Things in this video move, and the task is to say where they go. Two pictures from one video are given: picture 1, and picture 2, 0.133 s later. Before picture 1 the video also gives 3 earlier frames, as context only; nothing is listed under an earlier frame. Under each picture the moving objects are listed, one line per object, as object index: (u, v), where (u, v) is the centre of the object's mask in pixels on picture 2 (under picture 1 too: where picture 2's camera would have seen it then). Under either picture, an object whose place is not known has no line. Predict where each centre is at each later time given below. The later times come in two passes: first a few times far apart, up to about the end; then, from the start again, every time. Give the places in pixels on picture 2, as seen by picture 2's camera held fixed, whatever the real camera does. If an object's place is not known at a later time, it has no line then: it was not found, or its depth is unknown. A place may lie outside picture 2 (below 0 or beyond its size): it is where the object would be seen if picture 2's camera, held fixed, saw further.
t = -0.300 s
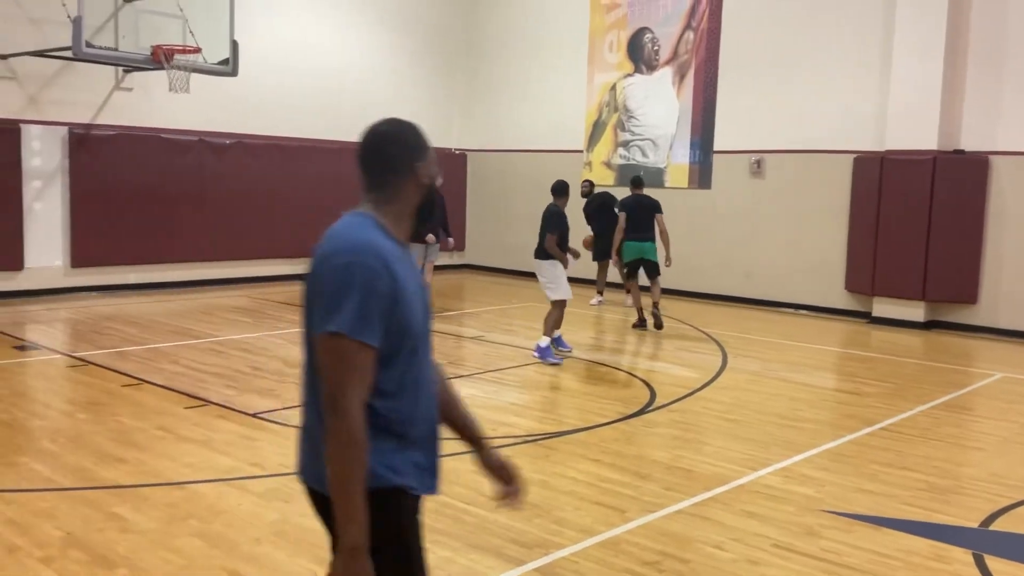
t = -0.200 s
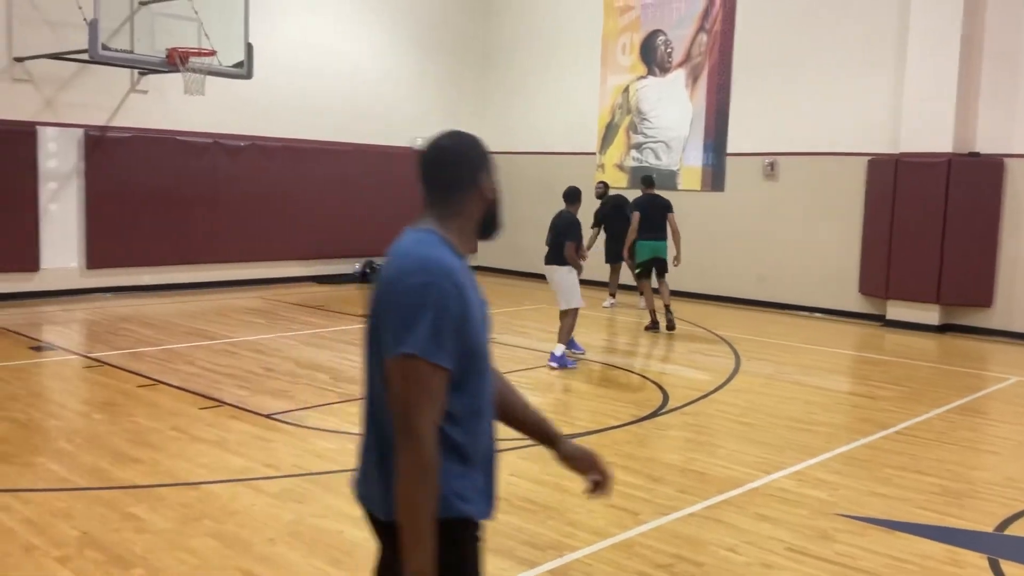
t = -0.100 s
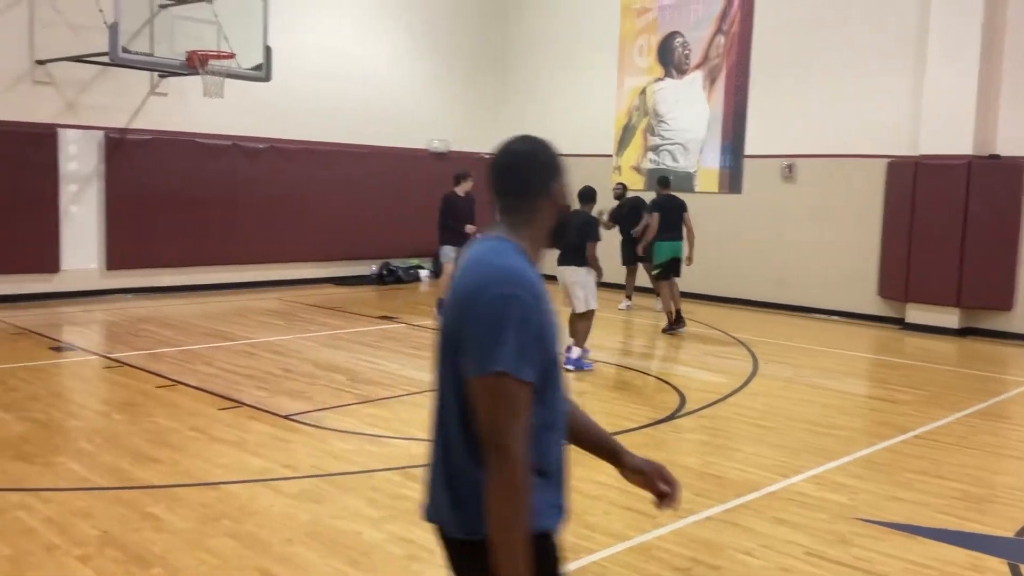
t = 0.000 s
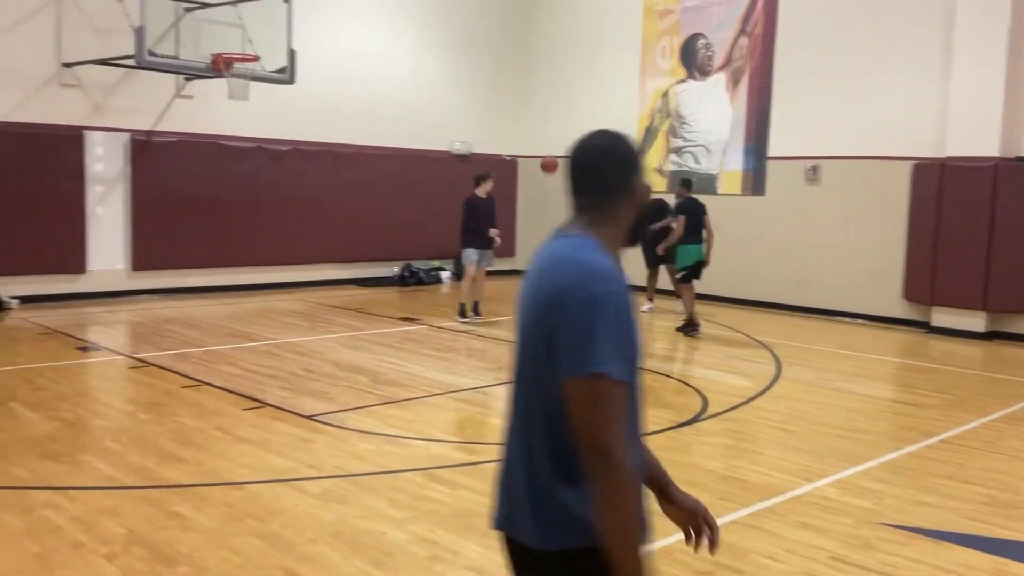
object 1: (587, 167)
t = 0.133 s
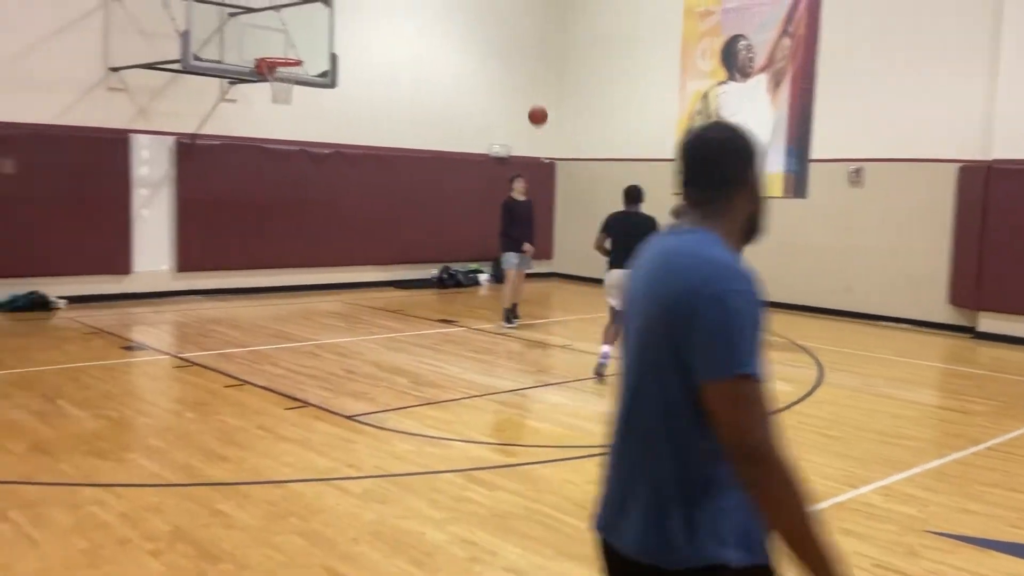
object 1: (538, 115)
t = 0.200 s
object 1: (510, 94)
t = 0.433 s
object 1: (395, 39)
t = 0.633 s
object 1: (271, 29)
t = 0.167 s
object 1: (524, 104)
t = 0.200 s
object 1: (510, 94)
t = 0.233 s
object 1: (495, 83)
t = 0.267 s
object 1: (480, 74)
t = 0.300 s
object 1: (464, 65)
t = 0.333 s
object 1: (448, 58)
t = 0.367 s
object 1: (431, 51)
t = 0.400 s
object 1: (414, 44)
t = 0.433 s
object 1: (395, 39)
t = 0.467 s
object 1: (376, 34)
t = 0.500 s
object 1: (357, 31)
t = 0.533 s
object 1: (337, 29)
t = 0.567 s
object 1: (316, 28)
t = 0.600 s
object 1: (294, 28)
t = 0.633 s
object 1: (271, 29)
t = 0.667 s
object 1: (247, 32)
